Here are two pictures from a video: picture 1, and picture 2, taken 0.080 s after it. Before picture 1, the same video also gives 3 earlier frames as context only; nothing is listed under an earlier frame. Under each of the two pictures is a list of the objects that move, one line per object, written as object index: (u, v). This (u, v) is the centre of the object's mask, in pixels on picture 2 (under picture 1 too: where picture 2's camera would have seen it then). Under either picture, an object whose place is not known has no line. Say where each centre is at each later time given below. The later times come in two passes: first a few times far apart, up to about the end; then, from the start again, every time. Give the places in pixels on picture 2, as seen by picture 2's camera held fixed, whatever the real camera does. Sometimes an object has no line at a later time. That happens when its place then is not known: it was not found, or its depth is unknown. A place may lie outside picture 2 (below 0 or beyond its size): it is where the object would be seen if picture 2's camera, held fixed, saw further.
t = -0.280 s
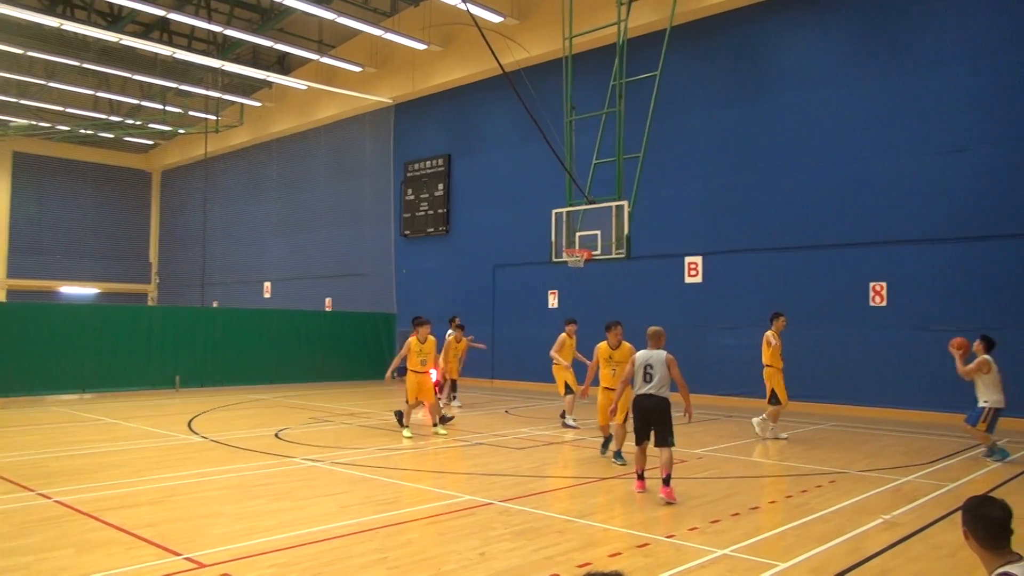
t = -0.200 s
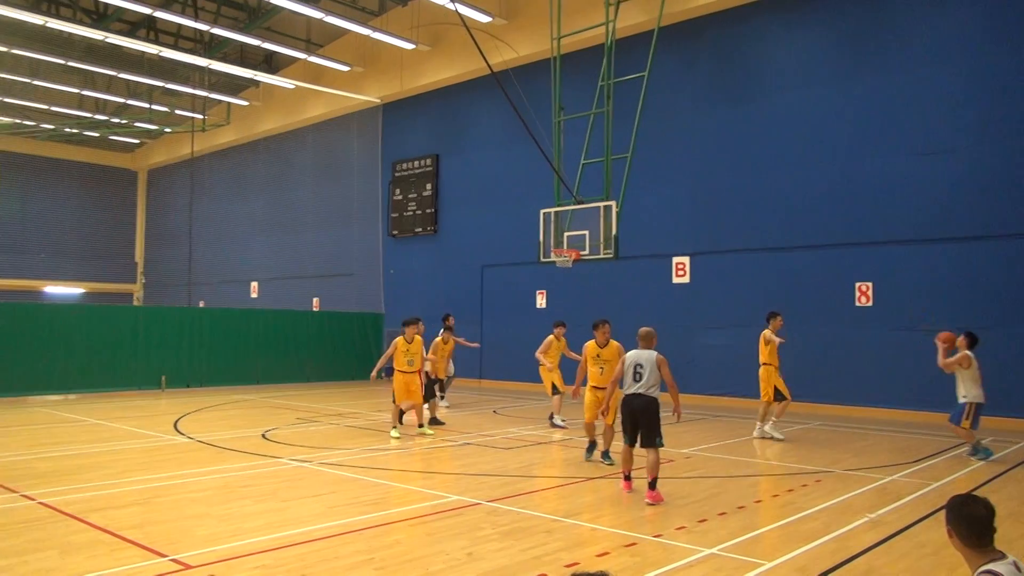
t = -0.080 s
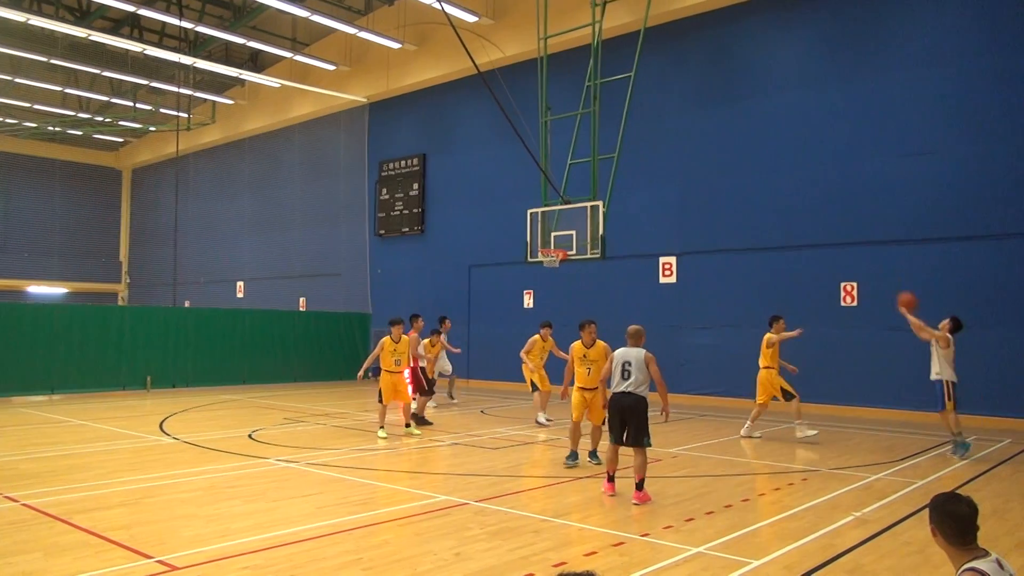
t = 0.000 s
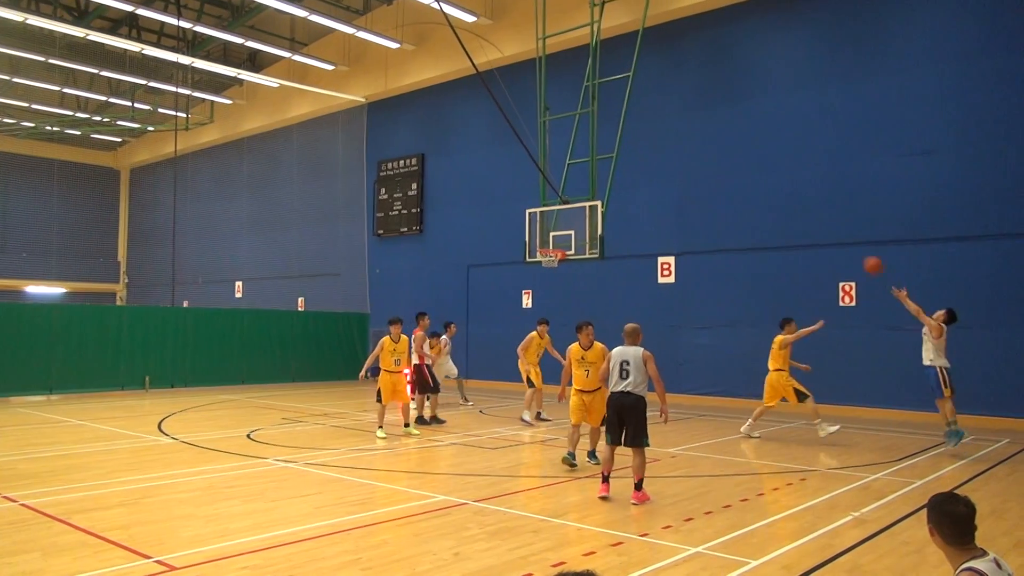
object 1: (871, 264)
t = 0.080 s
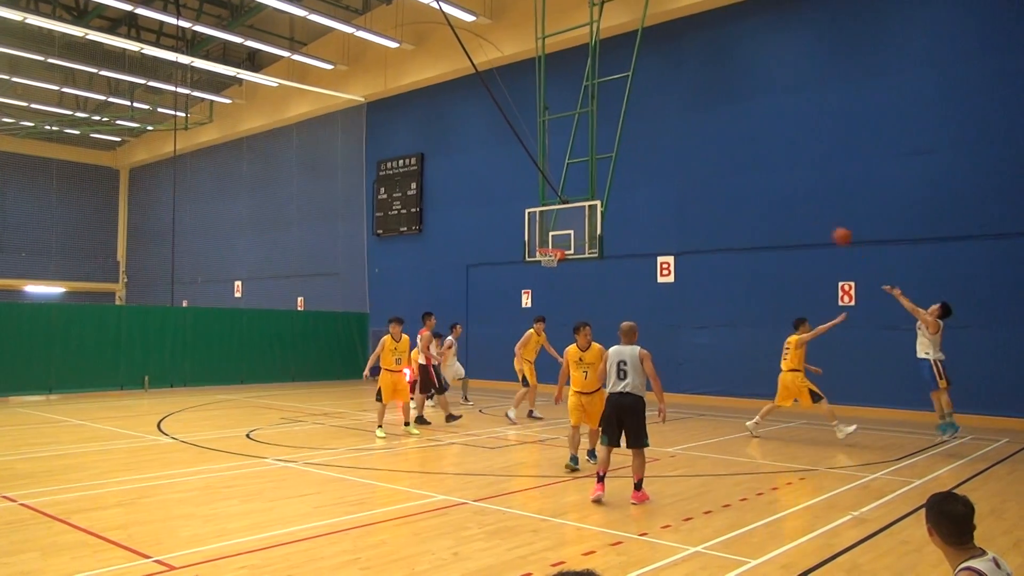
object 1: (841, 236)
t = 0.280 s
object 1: (774, 189)
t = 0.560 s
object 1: (696, 170)
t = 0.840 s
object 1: (631, 196)
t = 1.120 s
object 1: (637, 239)
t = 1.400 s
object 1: (699, 314)
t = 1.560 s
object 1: (736, 379)
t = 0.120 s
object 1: (827, 224)
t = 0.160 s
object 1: (813, 213)
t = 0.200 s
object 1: (798, 204)
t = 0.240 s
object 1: (786, 196)
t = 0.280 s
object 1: (774, 189)
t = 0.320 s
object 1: (761, 183)
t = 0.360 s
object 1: (749, 179)
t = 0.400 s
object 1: (738, 175)
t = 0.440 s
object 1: (727, 172)
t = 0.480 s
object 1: (716, 171)
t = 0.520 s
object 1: (706, 170)
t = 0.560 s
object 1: (696, 170)
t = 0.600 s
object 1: (686, 171)
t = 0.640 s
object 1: (676, 173)
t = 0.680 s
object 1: (666, 176)
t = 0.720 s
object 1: (658, 180)
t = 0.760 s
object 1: (649, 184)
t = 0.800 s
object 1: (640, 190)
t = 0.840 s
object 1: (631, 196)
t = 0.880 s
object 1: (623, 202)
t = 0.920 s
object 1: (615, 209)
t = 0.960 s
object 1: (607, 217)
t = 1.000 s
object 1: (611, 222)
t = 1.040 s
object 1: (619, 227)
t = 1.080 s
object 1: (628, 233)
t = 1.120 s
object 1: (637, 239)
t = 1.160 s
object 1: (646, 247)
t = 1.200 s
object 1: (654, 256)
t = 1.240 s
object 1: (664, 268)
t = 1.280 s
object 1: (672, 276)
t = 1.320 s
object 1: (681, 288)
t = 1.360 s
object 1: (690, 301)
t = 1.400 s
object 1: (699, 314)
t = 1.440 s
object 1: (709, 329)
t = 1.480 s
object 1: (717, 344)
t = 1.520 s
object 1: (727, 361)
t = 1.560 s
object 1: (736, 379)
